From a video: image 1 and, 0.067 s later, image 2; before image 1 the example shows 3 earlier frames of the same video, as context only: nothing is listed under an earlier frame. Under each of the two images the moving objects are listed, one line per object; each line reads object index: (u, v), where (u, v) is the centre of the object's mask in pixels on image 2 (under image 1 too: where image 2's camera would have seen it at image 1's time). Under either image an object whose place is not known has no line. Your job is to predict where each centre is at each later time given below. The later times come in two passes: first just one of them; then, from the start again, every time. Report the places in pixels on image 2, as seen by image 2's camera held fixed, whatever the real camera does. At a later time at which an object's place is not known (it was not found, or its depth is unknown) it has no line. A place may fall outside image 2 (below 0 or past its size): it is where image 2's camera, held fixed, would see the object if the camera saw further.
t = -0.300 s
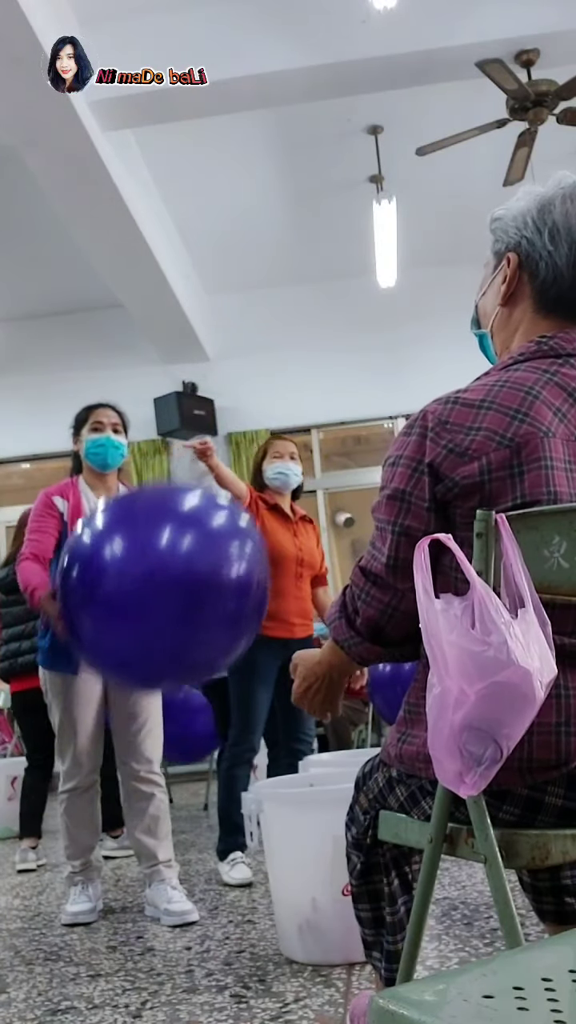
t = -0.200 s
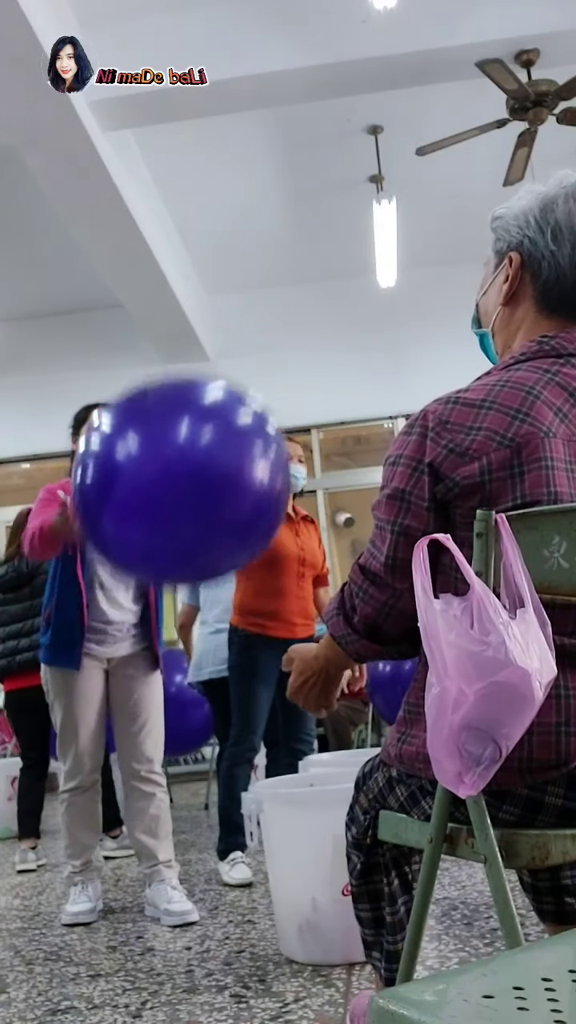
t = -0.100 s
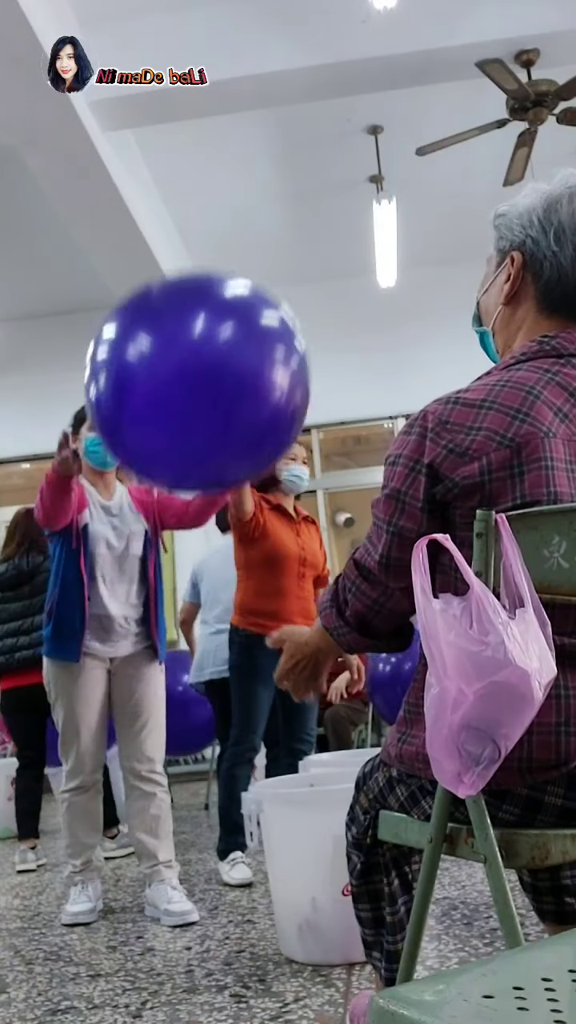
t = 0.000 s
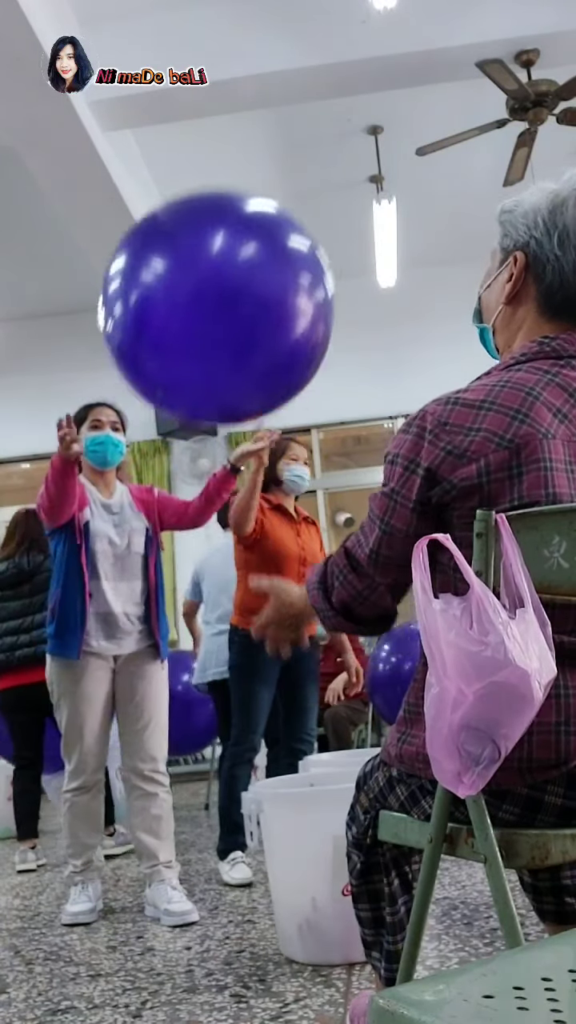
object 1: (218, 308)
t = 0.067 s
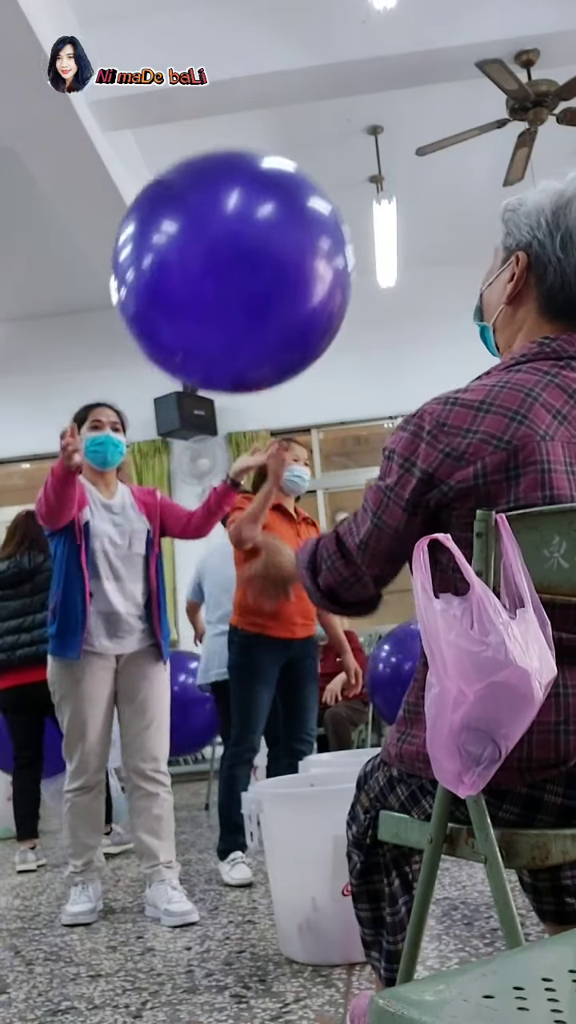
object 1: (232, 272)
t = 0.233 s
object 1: (279, 234)
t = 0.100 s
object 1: (240, 258)
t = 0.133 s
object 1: (249, 247)
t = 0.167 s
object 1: (257, 239)
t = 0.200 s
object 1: (268, 235)
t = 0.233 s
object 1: (279, 234)
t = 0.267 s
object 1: (290, 237)
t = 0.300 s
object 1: (302, 244)
